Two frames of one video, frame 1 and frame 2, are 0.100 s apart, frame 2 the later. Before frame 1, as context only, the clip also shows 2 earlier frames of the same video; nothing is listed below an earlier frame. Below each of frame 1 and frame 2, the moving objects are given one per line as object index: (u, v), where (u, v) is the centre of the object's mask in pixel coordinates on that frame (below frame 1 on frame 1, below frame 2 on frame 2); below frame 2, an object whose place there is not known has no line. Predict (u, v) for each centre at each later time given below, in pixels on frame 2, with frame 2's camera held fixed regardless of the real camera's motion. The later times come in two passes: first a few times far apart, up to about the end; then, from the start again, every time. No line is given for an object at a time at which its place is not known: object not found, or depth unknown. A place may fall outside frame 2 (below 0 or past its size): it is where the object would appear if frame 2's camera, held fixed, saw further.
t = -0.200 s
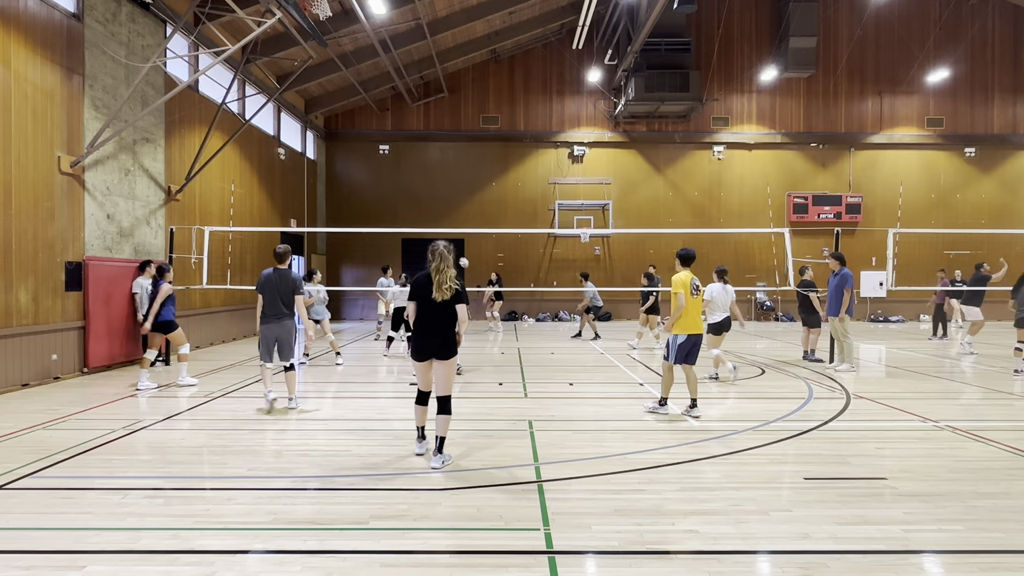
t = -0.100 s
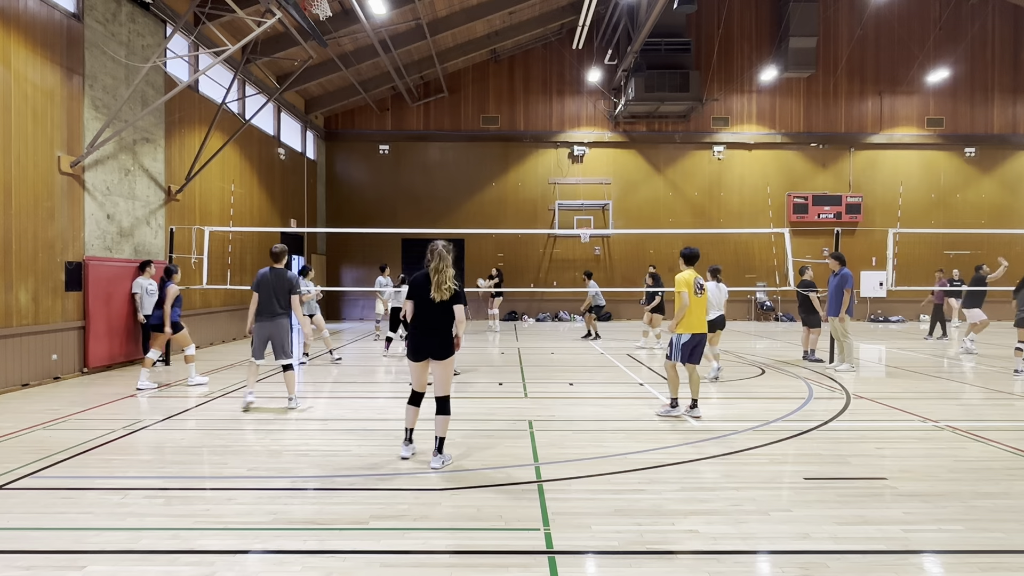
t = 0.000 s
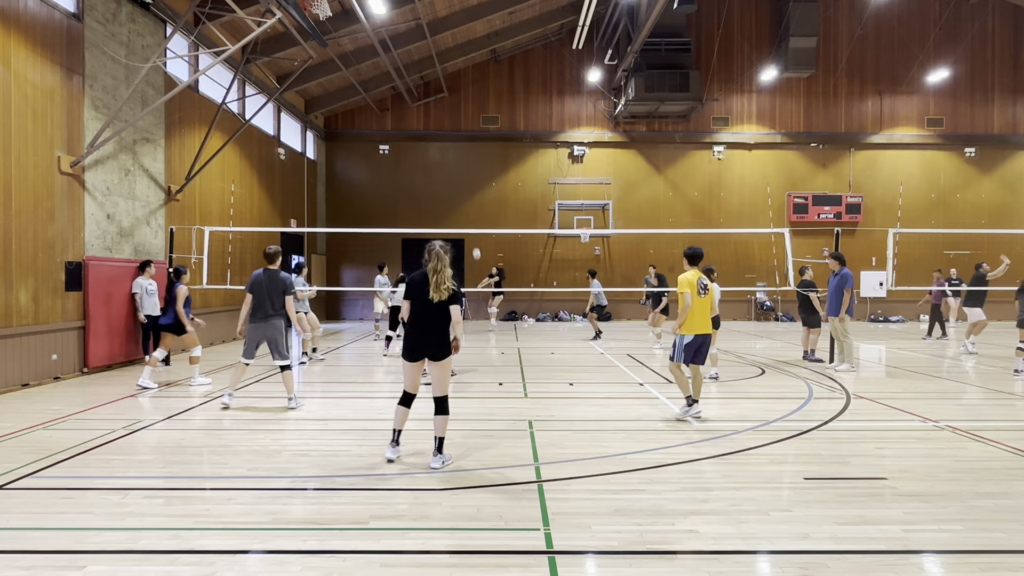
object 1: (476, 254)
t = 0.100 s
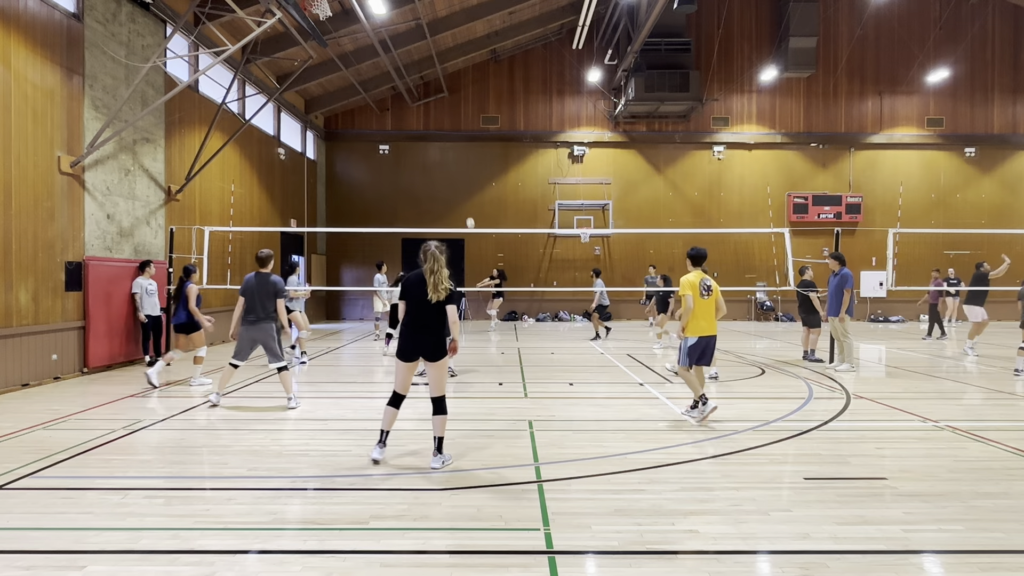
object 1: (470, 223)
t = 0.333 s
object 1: (454, 164)
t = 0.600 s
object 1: (433, 120)
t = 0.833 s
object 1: (414, 103)
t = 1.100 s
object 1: (390, 112)
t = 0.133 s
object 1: (468, 214)
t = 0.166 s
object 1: (466, 205)
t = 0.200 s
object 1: (463, 196)
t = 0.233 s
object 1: (461, 187)
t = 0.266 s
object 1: (458, 179)
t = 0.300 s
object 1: (456, 171)
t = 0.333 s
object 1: (454, 164)
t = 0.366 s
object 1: (451, 158)
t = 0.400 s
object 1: (449, 151)
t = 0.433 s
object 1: (446, 145)
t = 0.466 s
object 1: (444, 139)
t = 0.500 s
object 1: (441, 134)
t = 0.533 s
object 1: (439, 129)
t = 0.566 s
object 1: (436, 124)
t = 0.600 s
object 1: (433, 120)
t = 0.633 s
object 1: (431, 117)
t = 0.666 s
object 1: (428, 113)
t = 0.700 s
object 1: (425, 110)
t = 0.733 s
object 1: (423, 108)
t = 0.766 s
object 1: (420, 106)
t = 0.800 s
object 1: (417, 104)
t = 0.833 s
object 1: (414, 103)
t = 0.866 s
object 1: (411, 103)
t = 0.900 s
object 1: (408, 103)
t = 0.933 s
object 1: (406, 103)
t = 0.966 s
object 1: (403, 104)
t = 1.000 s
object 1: (400, 105)
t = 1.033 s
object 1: (397, 107)
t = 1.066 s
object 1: (394, 109)
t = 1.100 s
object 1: (390, 112)
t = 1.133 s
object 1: (387, 115)
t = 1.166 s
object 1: (385, 119)
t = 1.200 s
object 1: (382, 124)
